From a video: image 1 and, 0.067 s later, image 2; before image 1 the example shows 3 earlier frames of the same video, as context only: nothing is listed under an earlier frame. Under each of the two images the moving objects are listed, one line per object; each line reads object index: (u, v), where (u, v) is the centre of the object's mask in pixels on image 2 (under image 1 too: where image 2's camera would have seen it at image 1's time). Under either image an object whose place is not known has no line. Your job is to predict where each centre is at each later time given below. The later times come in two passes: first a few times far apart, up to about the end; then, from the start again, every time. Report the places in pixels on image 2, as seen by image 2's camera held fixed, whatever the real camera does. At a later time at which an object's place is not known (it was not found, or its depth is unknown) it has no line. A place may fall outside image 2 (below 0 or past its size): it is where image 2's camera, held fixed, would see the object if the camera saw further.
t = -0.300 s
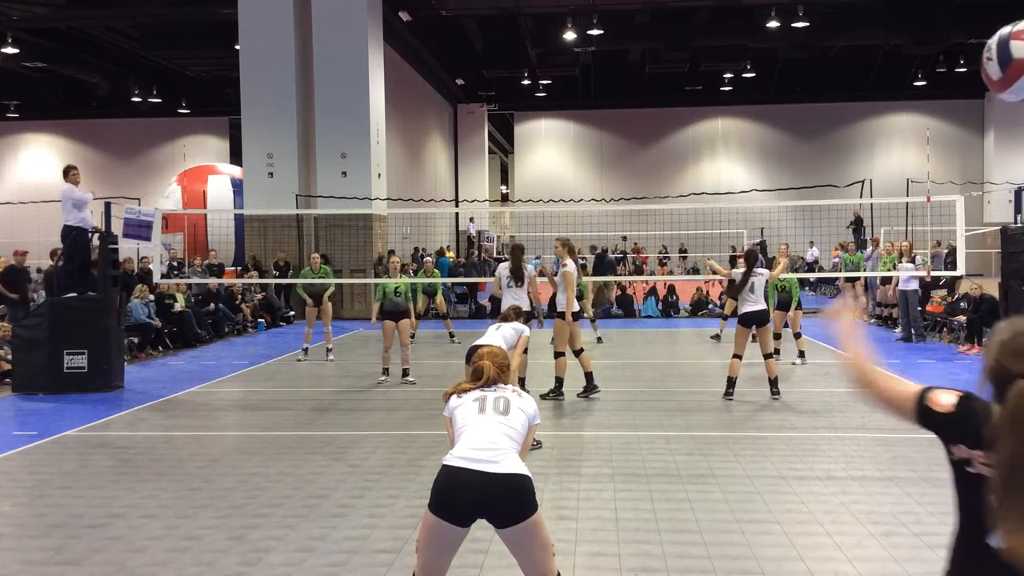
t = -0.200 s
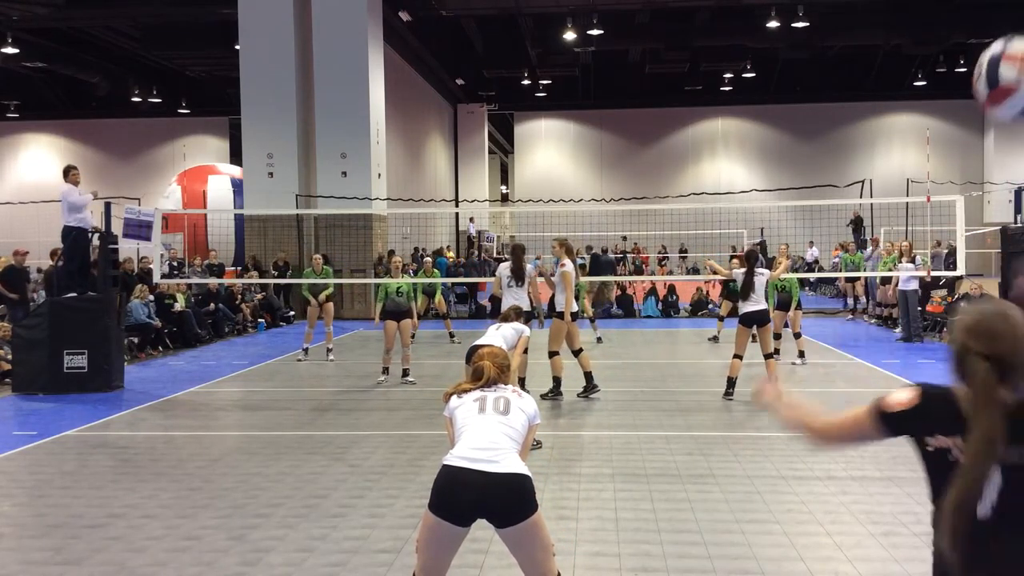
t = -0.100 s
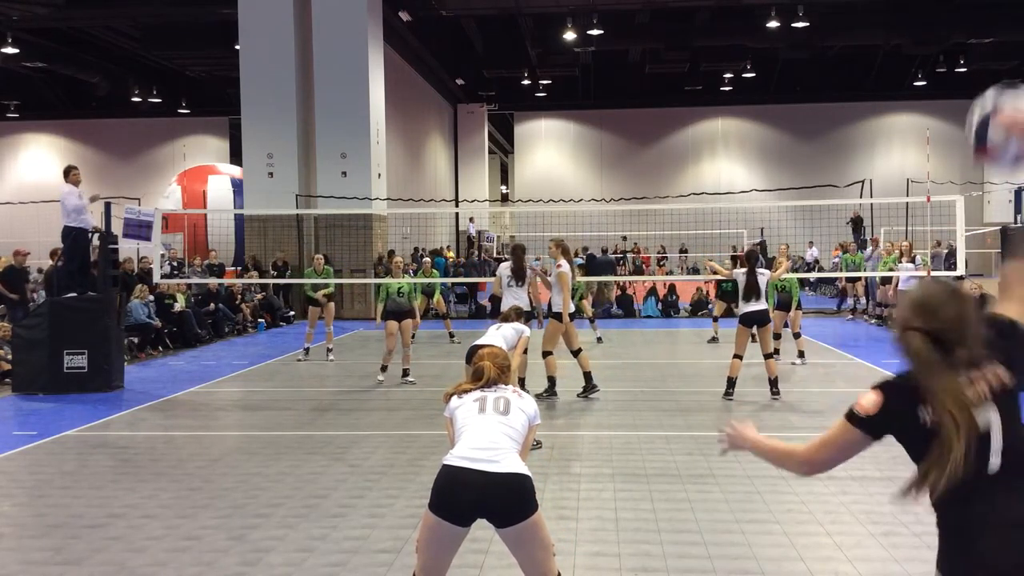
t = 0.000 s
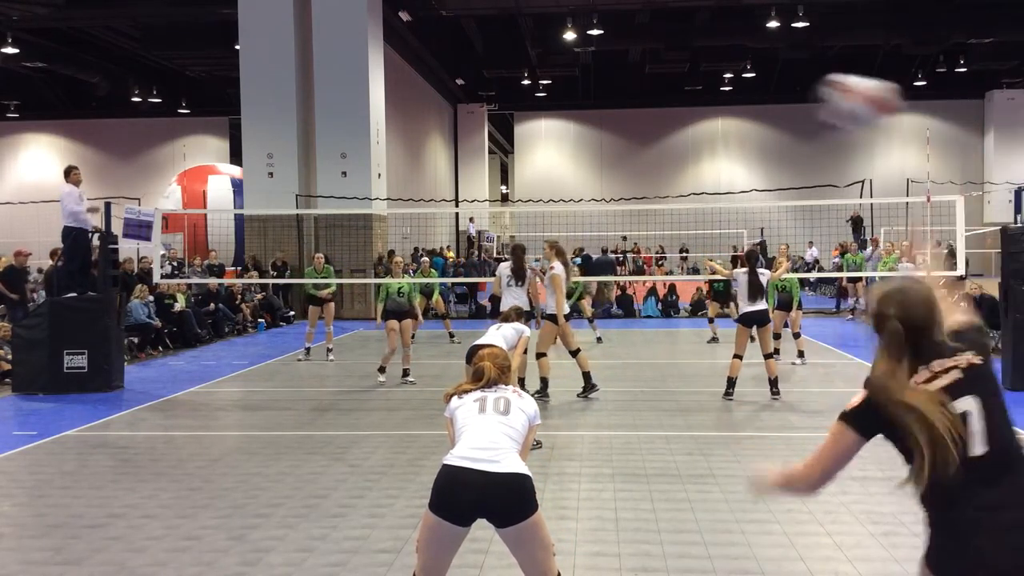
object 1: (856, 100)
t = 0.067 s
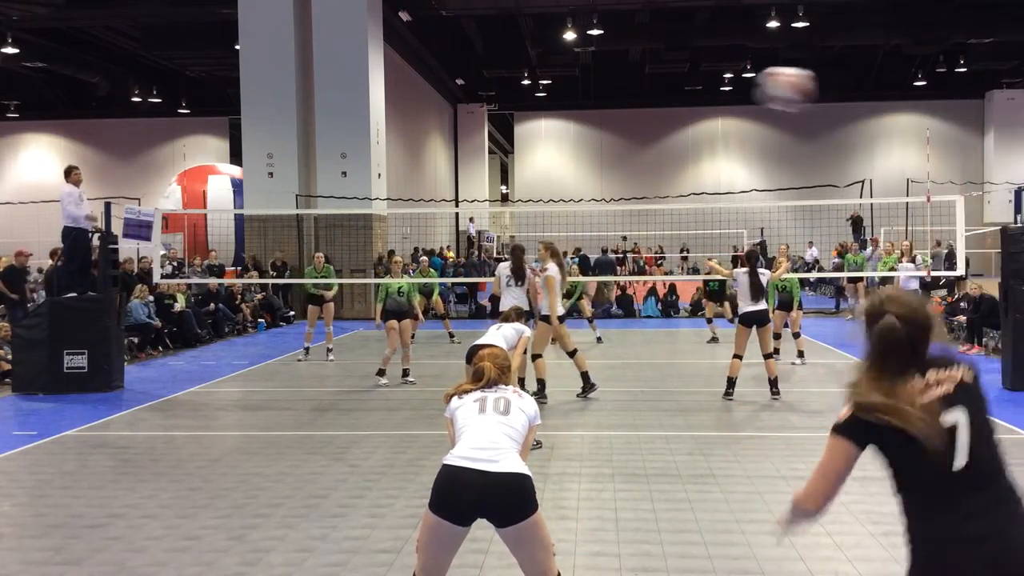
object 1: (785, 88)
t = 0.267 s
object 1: (678, 99)
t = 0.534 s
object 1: (621, 139)
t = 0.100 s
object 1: (760, 86)
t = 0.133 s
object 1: (738, 86)
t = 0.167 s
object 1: (720, 88)
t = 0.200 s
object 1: (703, 91)
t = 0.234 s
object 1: (690, 95)
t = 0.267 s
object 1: (678, 99)
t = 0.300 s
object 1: (667, 104)
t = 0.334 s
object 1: (658, 108)
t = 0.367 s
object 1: (649, 113)
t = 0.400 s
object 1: (642, 118)
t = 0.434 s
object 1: (635, 123)
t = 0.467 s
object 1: (630, 127)
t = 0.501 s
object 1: (625, 133)
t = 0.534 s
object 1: (621, 139)
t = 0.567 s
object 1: (616, 145)
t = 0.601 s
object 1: (612, 152)
